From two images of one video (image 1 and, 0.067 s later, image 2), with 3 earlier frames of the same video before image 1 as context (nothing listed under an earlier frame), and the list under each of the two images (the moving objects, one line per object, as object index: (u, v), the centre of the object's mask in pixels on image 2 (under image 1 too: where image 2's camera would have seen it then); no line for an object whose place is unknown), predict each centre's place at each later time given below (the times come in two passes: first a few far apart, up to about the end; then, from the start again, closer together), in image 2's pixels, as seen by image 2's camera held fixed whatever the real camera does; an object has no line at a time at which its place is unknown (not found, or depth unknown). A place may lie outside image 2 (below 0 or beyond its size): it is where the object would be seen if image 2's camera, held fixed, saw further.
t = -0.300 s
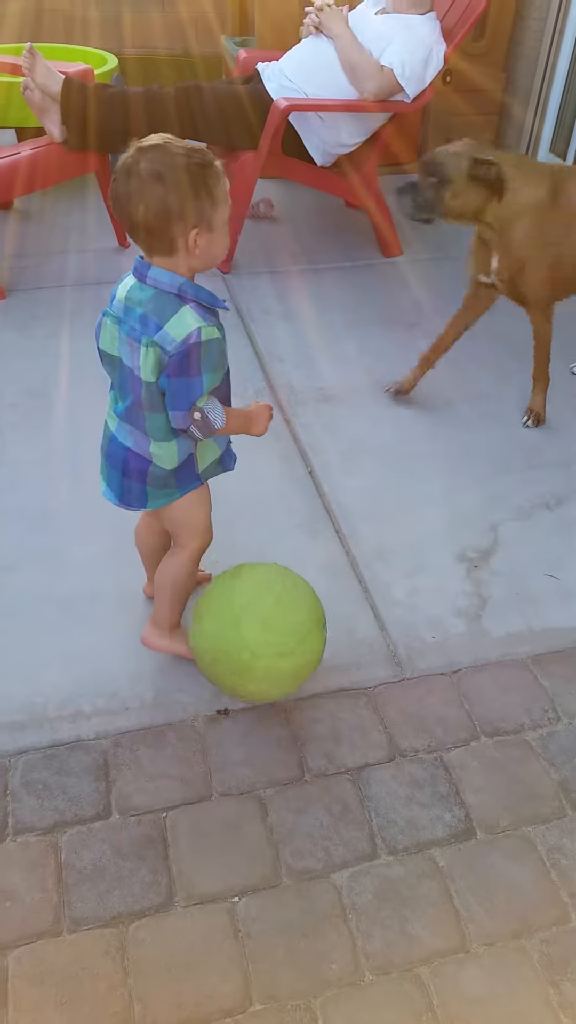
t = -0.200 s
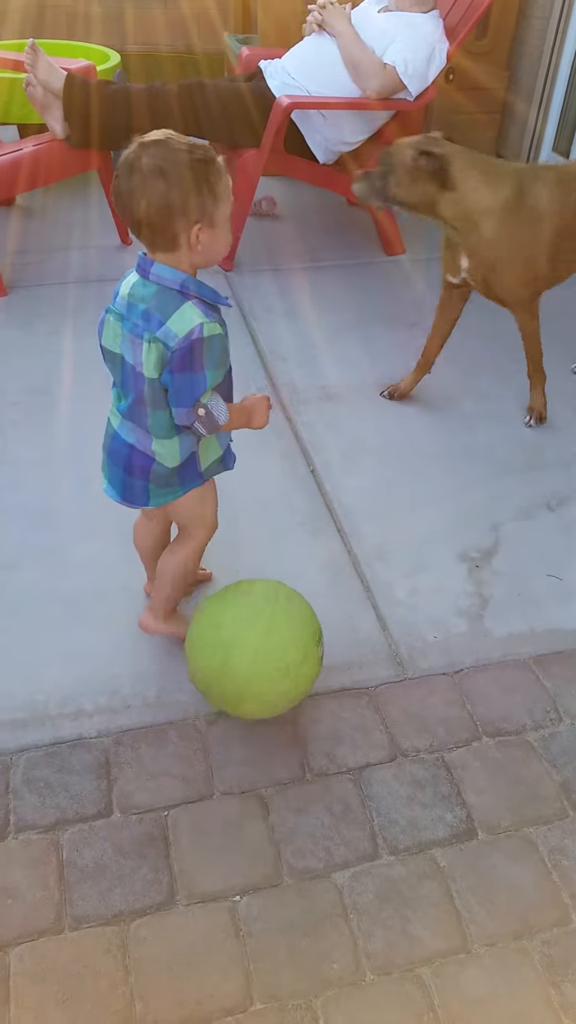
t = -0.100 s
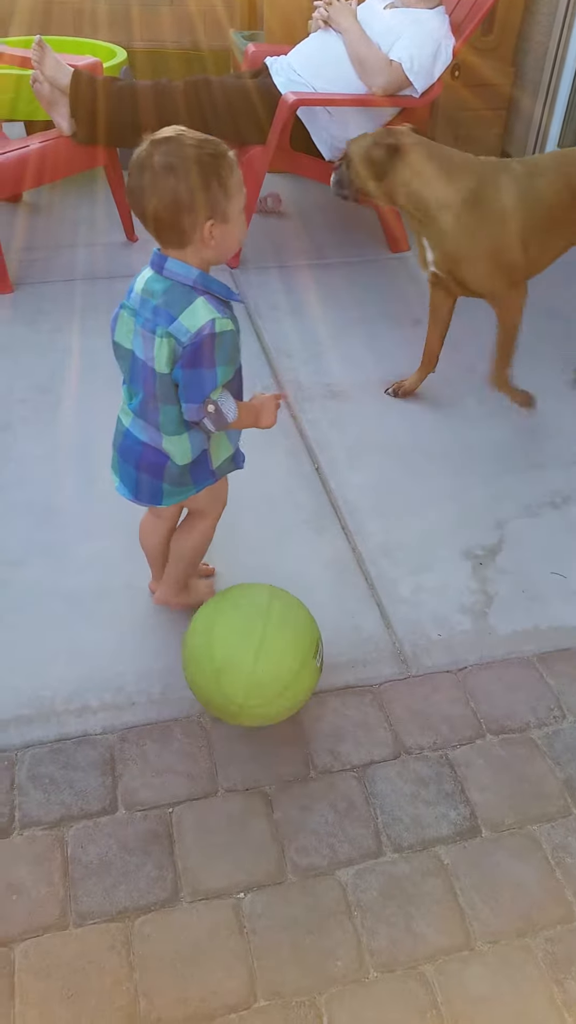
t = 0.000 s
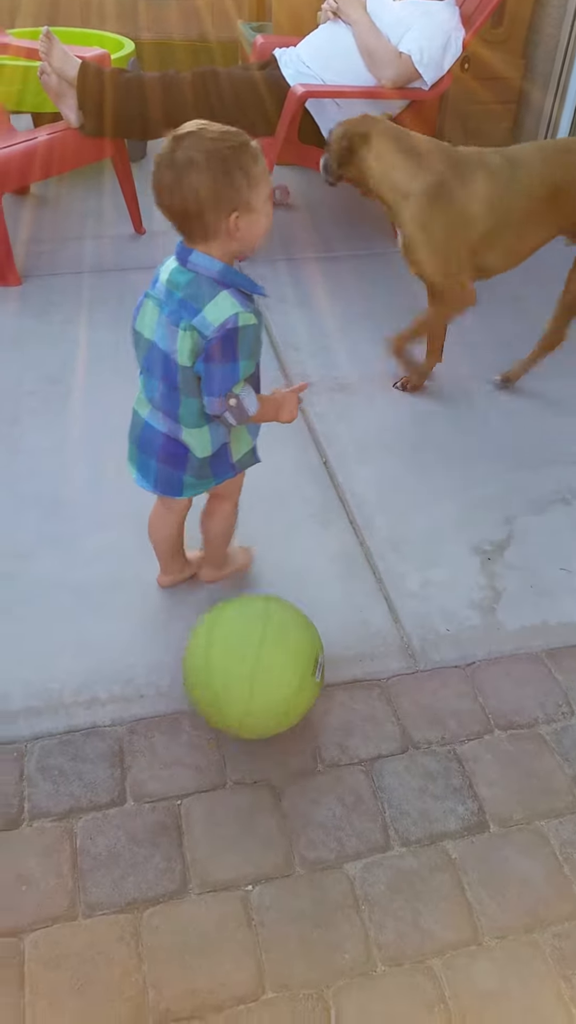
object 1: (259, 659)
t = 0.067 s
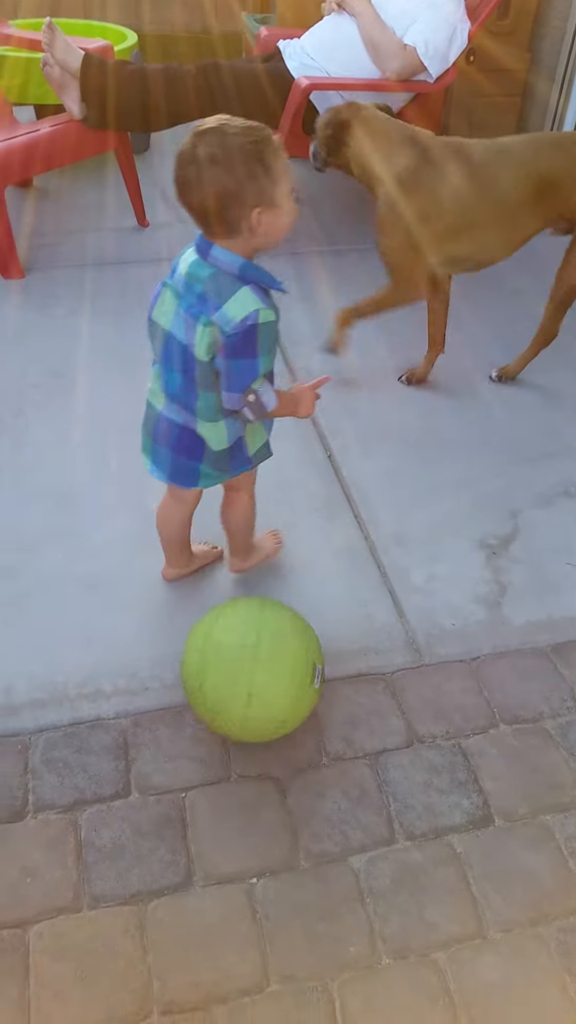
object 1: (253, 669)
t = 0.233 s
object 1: (237, 699)
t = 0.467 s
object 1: (209, 744)
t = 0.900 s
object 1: (152, 853)
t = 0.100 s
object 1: (249, 669)
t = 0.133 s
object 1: (247, 674)
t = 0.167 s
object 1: (243, 683)
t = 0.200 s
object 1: (240, 696)
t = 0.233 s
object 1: (237, 699)
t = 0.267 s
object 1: (233, 701)
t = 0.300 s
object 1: (229, 706)
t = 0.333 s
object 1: (224, 716)
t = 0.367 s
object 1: (219, 728)
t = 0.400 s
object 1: (216, 731)
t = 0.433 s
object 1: (213, 736)
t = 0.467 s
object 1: (209, 744)
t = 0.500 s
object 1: (206, 757)
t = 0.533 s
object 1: (201, 762)
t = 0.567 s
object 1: (197, 766)
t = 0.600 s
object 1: (193, 774)
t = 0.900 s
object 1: (152, 853)
